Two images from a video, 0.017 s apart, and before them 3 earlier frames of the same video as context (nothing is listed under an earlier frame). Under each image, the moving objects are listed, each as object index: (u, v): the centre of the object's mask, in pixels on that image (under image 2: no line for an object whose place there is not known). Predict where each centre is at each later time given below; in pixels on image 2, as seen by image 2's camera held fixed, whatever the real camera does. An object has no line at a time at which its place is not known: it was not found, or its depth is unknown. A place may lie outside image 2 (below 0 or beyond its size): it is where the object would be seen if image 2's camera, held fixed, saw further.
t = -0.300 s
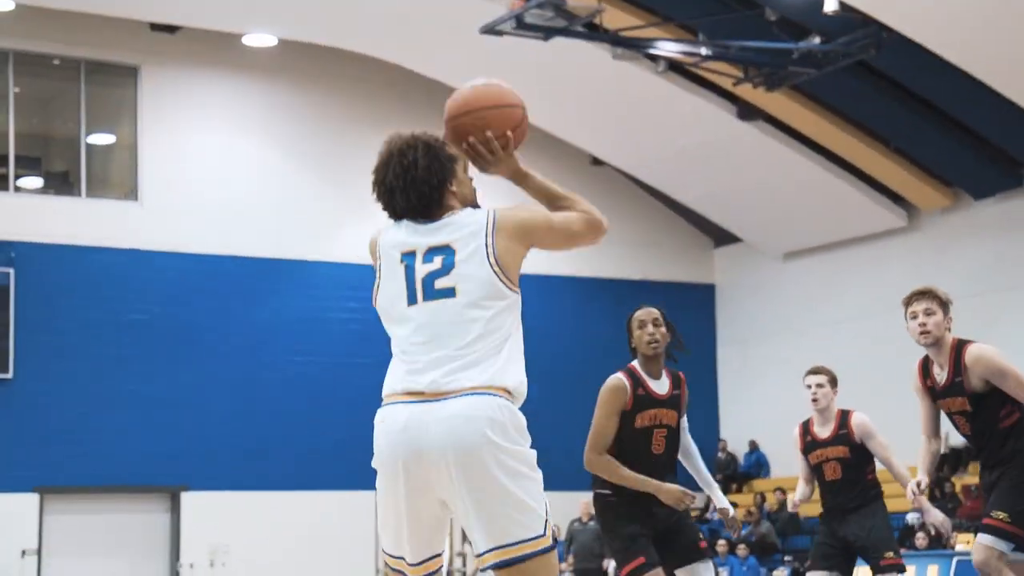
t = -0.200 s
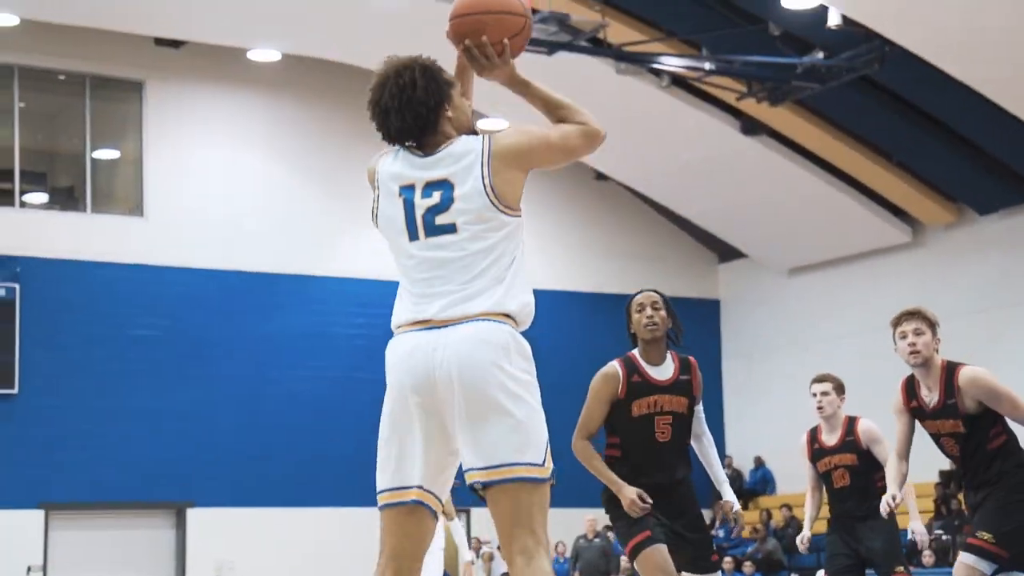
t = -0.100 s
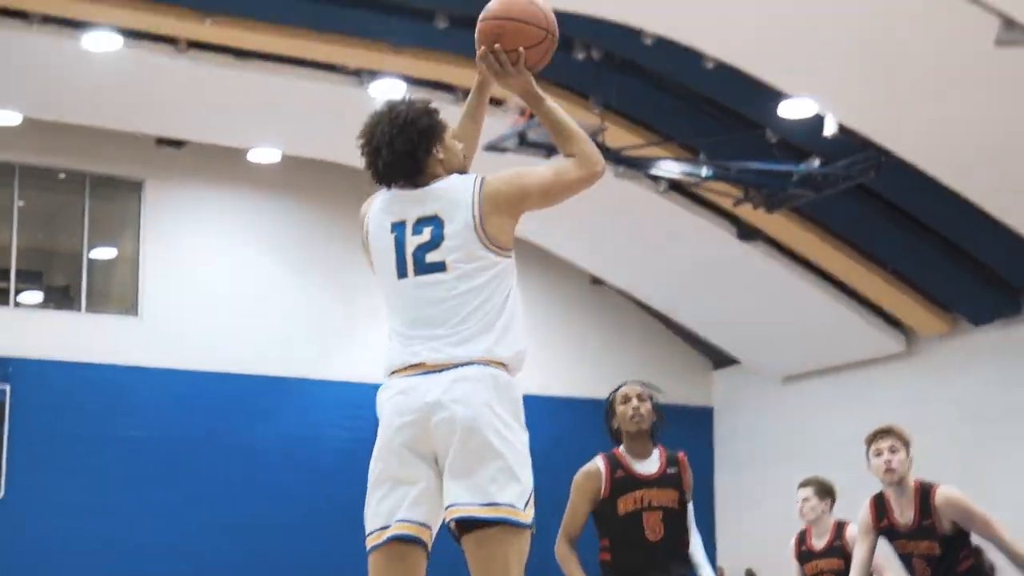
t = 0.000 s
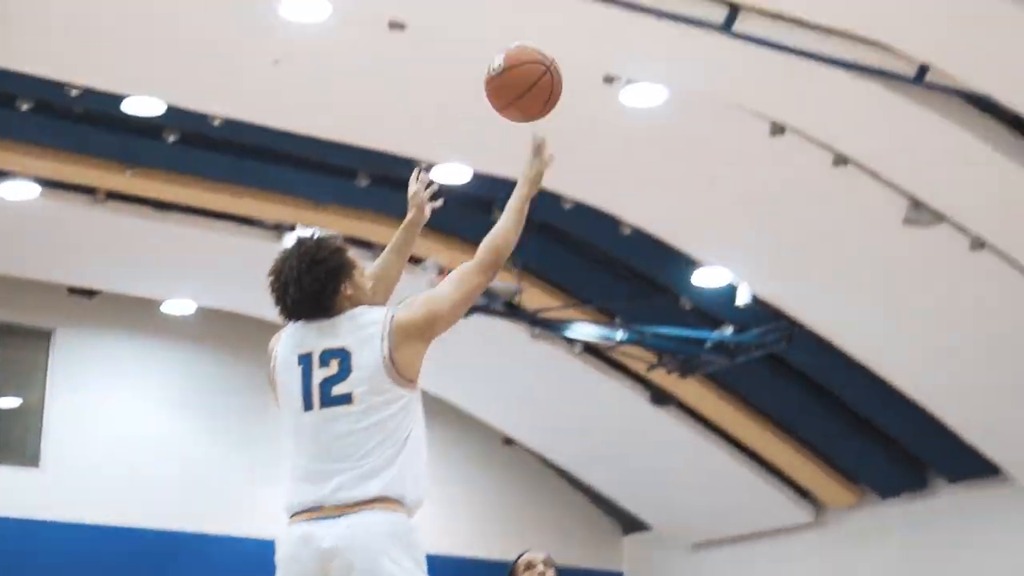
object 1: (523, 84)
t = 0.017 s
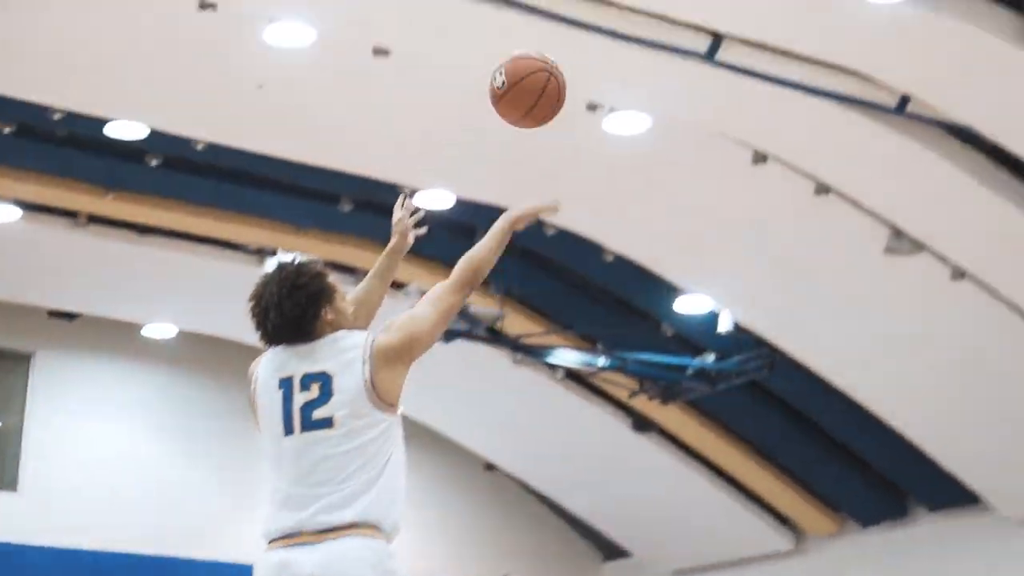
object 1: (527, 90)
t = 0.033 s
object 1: (548, 71)
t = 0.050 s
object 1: (567, 52)
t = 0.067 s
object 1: (587, 33)
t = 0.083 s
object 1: (605, 18)
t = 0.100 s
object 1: (624, 2)
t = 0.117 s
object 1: (642, -12)
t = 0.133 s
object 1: (660, -25)
